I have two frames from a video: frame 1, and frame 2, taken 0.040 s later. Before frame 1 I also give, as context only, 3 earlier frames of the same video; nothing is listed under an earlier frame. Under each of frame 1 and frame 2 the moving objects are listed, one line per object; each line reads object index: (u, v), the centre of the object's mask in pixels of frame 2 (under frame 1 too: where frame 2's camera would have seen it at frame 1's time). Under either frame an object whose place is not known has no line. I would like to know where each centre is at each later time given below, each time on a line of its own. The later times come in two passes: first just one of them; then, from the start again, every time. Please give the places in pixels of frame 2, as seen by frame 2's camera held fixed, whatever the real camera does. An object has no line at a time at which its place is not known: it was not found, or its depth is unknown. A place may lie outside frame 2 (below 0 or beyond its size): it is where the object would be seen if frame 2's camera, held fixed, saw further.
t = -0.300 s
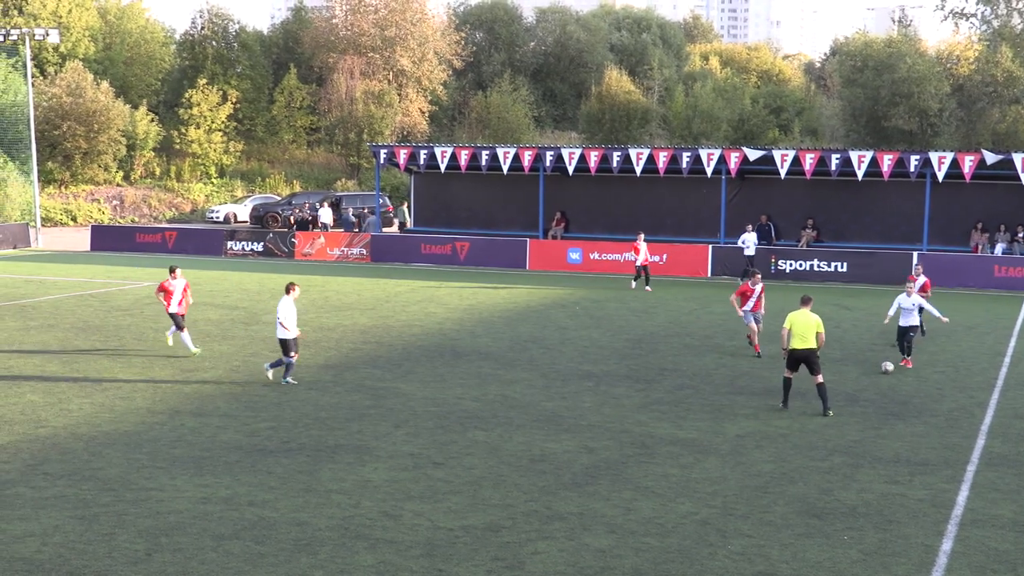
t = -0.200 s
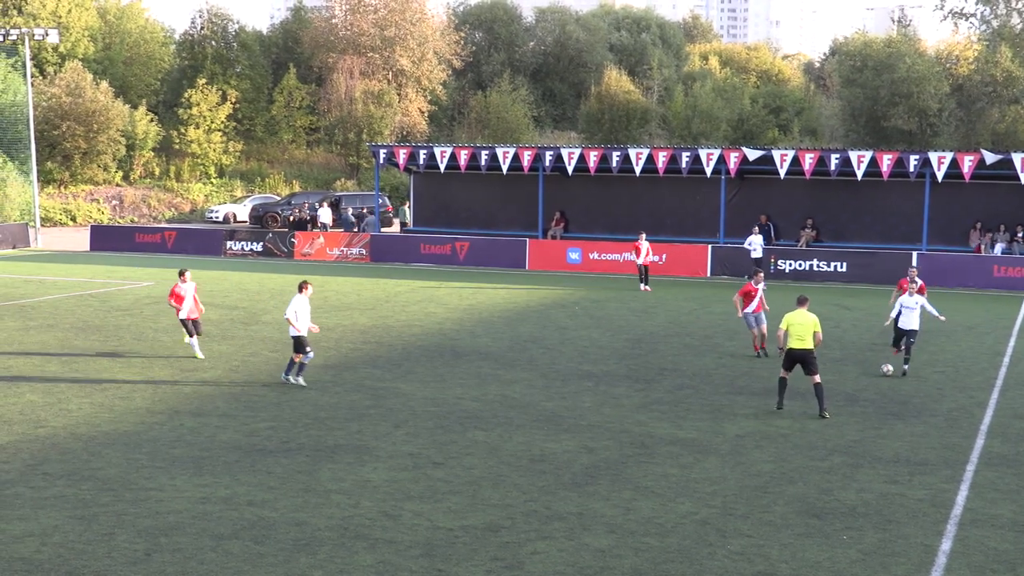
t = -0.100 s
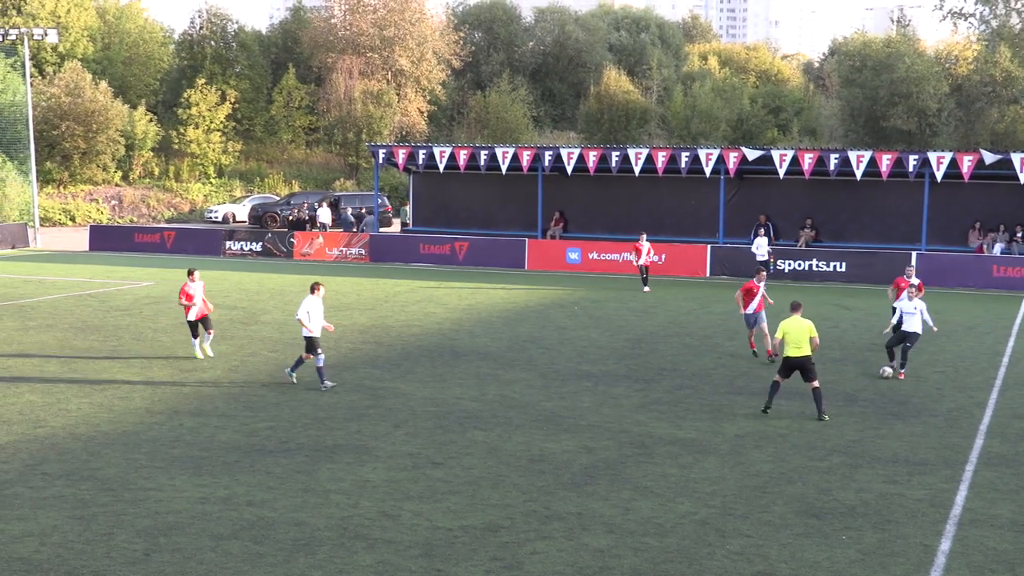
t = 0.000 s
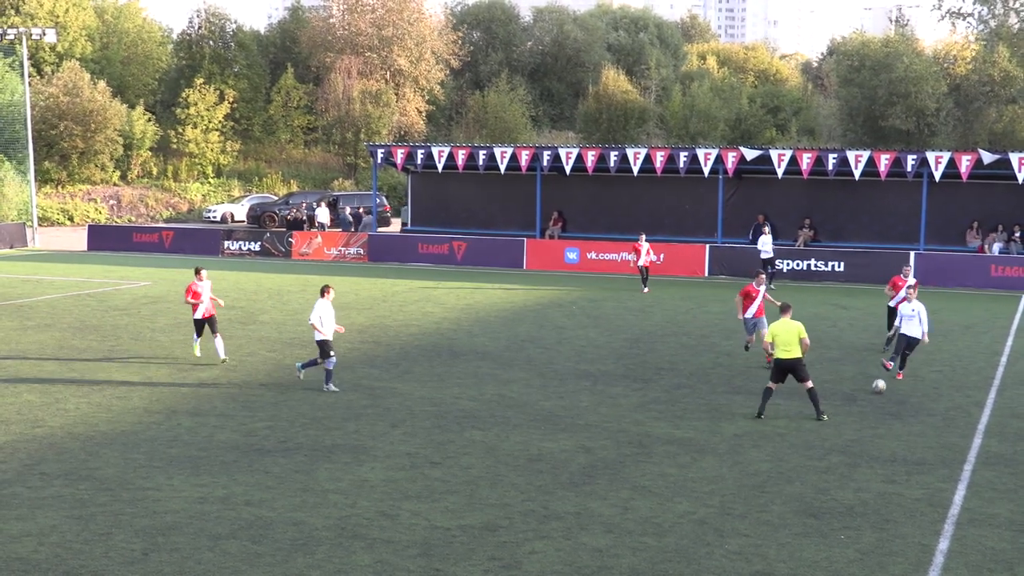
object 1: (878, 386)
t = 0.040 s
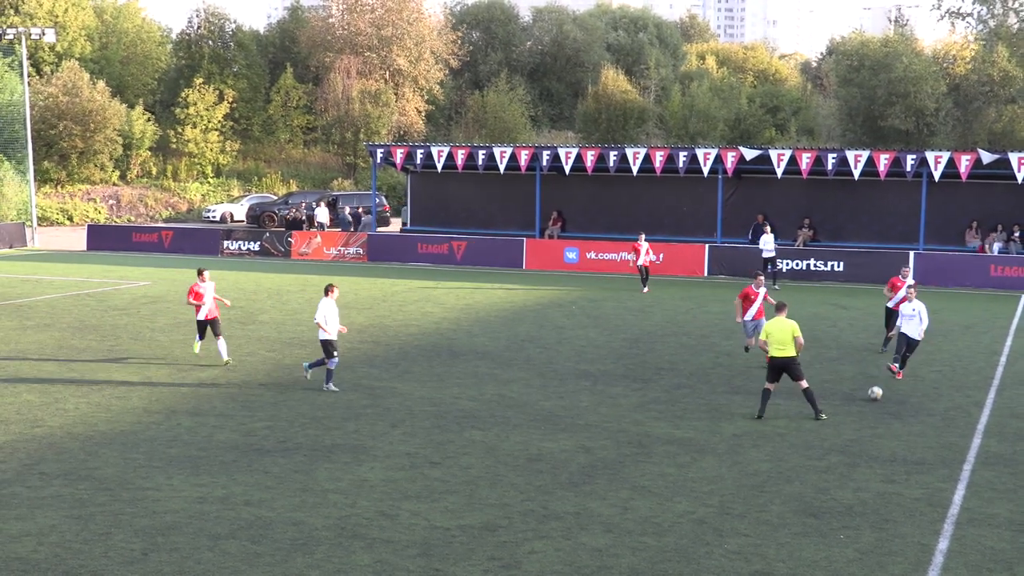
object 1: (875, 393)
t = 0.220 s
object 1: (859, 434)
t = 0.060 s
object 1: (874, 397)
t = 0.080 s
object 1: (872, 401)
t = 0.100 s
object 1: (870, 405)
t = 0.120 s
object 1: (868, 410)
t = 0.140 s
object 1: (866, 415)
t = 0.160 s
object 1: (864, 421)
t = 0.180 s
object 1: (862, 426)
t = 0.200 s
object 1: (861, 430)
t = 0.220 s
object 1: (859, 434)
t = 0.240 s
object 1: (857, 439)
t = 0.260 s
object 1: (856, 444)
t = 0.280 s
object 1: (854, 451)
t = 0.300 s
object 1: (853, 456)
